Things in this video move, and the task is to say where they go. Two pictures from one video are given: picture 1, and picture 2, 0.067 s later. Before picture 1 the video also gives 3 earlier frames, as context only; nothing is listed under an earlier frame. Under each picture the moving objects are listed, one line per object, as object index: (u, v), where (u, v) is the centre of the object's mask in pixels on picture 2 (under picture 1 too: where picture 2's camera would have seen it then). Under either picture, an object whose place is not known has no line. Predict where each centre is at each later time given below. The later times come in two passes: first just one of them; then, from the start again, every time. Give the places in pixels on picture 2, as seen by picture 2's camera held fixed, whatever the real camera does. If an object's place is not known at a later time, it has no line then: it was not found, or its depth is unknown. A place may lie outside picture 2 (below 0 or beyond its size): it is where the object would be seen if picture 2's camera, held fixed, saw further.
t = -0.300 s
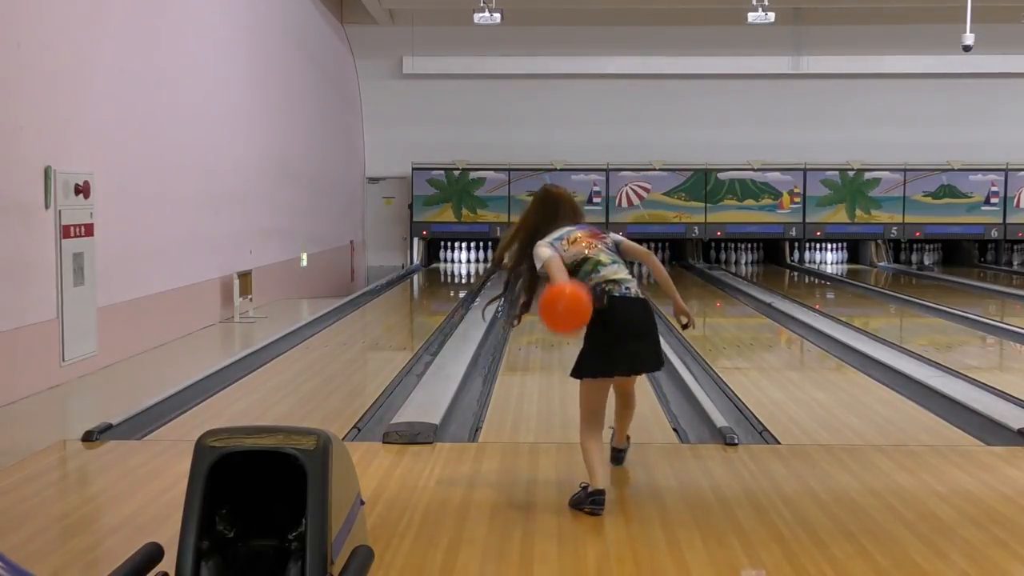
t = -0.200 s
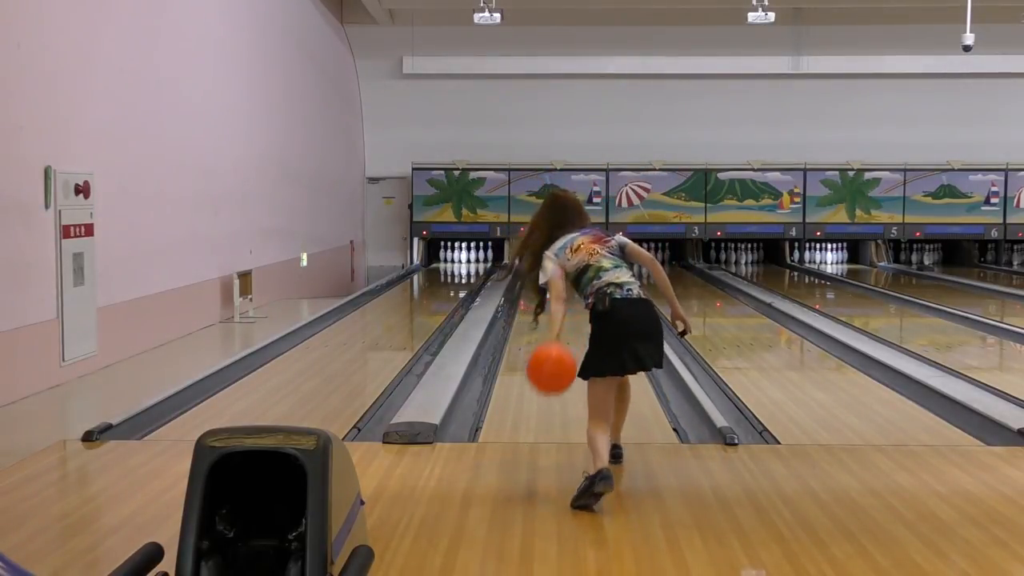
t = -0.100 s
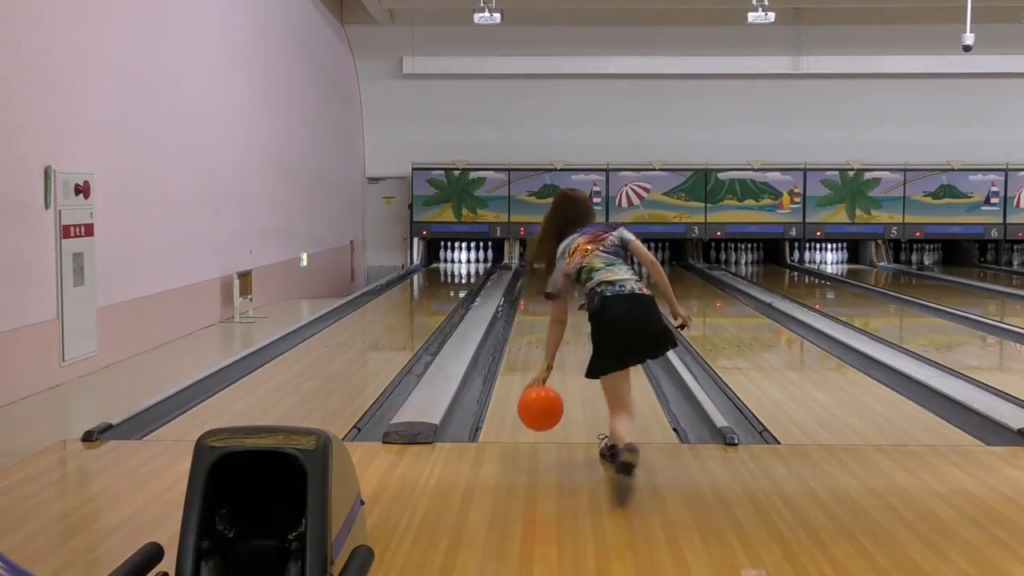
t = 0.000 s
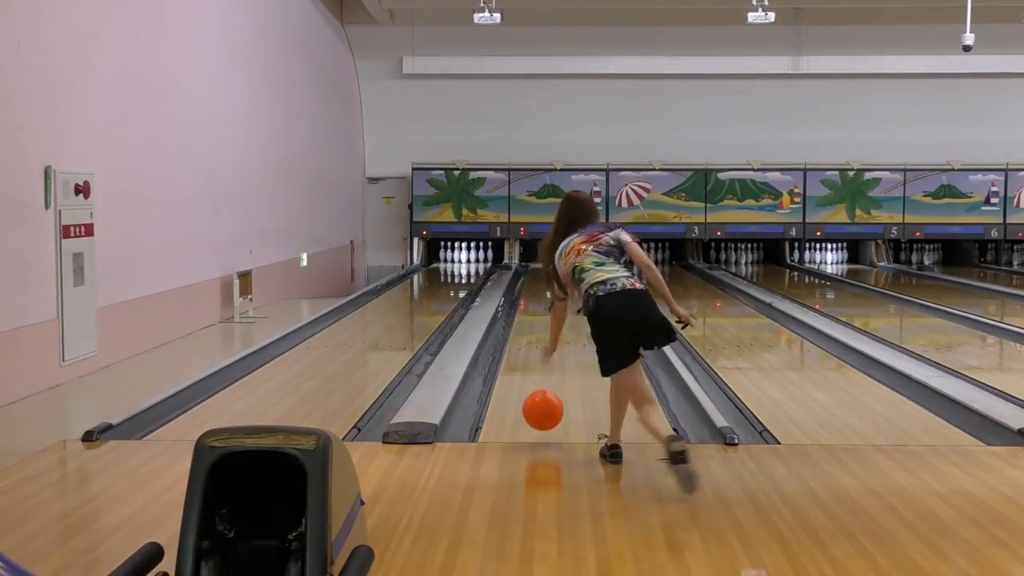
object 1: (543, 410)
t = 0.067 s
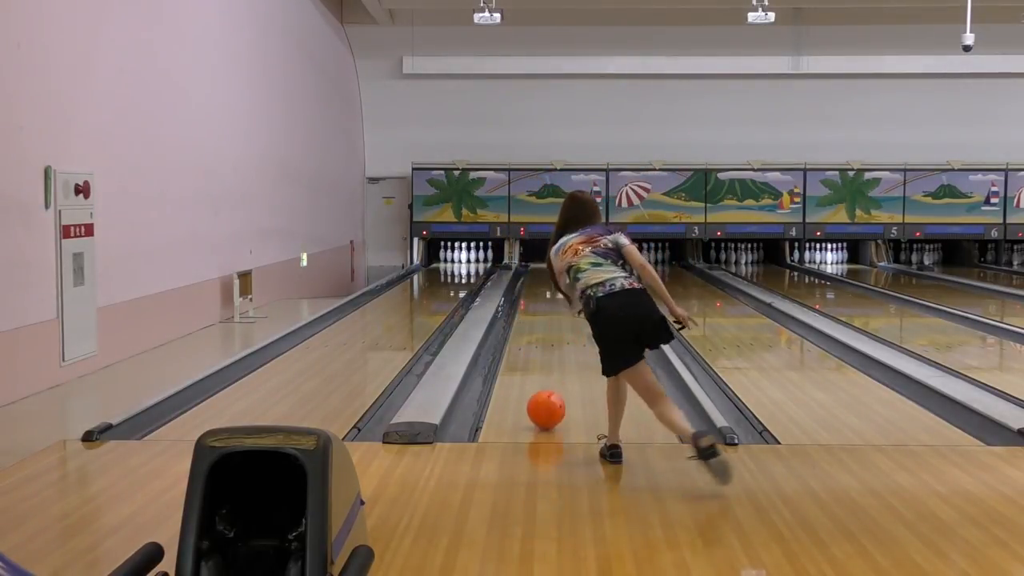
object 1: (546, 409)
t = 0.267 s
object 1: (553, 376)
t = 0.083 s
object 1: (547, 405)
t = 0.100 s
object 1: (547, 402)
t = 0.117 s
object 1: (548, 399)
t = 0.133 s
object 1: (549, 397)
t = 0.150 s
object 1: (550, 394)
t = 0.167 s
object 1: (550, 391)
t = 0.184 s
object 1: (551, 388)
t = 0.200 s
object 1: (551, 386)
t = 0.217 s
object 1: (552, 383)
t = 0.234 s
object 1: (553, 380)
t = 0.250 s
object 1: (553, 378)
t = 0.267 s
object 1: (553, 376)
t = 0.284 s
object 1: (554, 374)
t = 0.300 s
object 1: (555, 371)
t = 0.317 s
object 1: (555, 369)
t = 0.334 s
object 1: (555, 367)
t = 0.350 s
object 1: (556, 365)
